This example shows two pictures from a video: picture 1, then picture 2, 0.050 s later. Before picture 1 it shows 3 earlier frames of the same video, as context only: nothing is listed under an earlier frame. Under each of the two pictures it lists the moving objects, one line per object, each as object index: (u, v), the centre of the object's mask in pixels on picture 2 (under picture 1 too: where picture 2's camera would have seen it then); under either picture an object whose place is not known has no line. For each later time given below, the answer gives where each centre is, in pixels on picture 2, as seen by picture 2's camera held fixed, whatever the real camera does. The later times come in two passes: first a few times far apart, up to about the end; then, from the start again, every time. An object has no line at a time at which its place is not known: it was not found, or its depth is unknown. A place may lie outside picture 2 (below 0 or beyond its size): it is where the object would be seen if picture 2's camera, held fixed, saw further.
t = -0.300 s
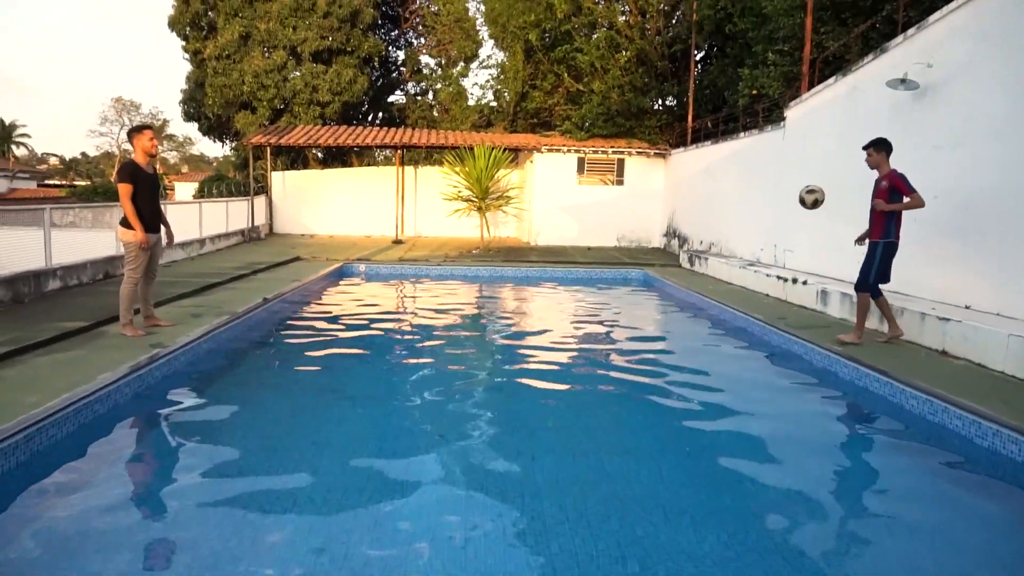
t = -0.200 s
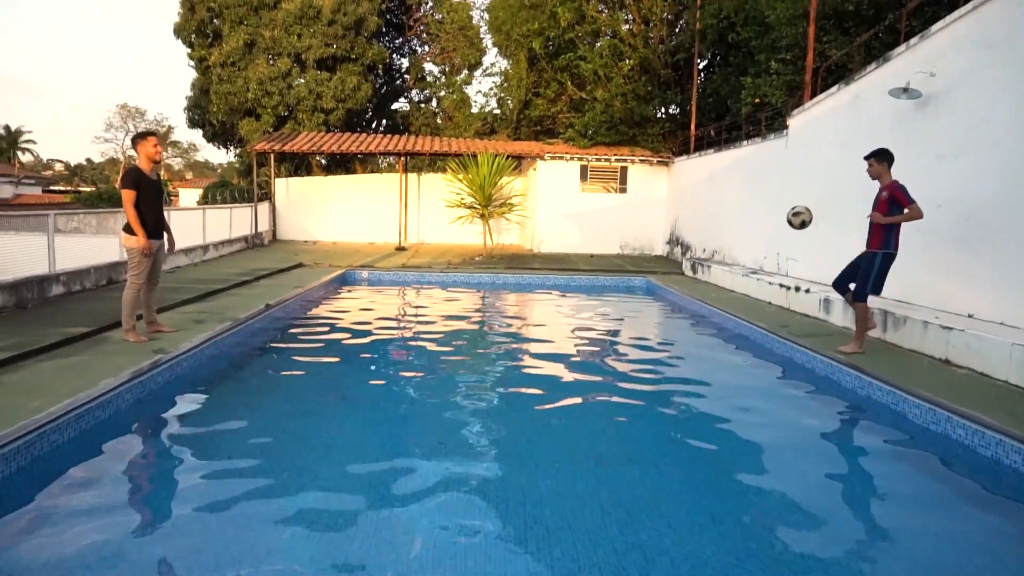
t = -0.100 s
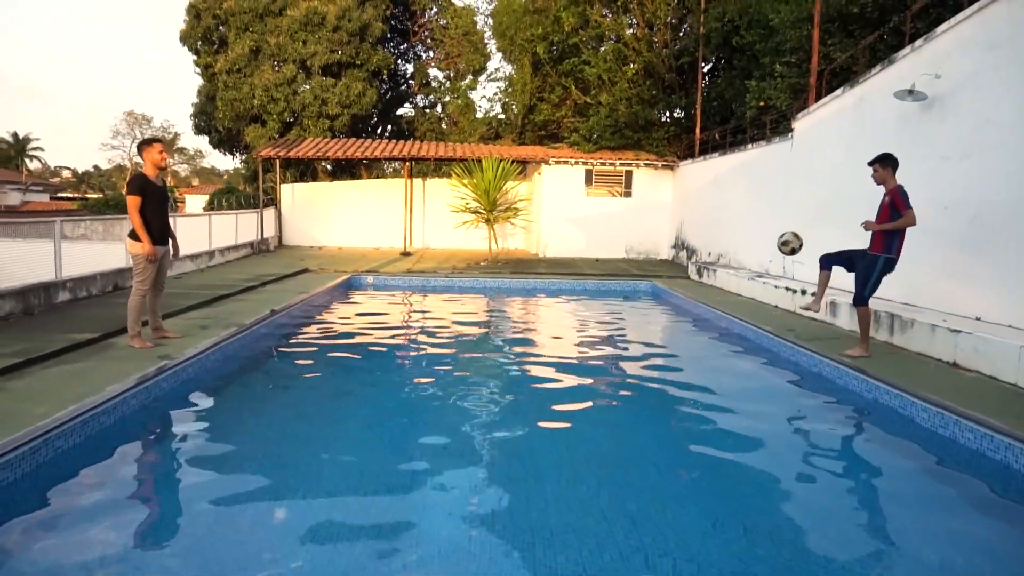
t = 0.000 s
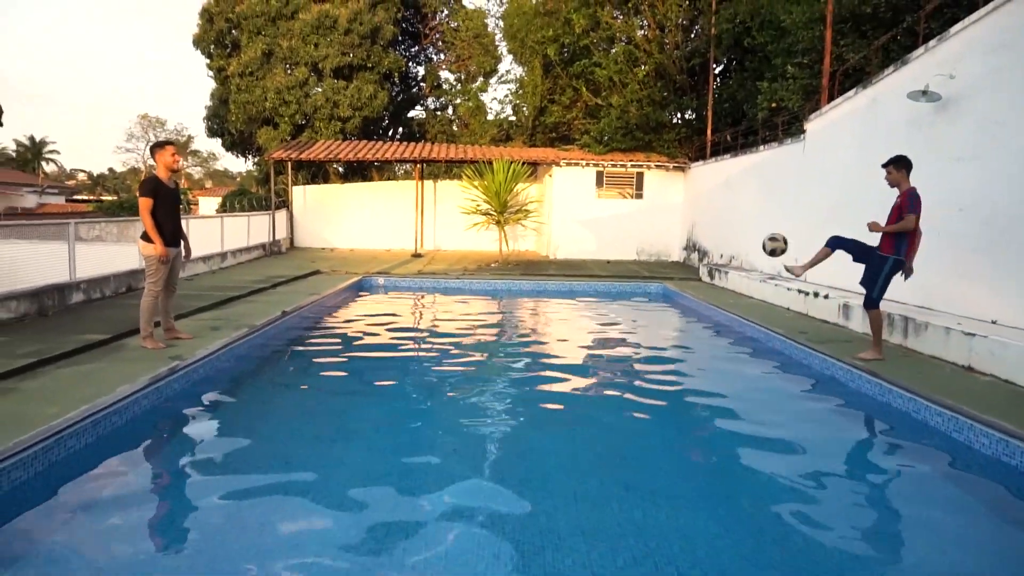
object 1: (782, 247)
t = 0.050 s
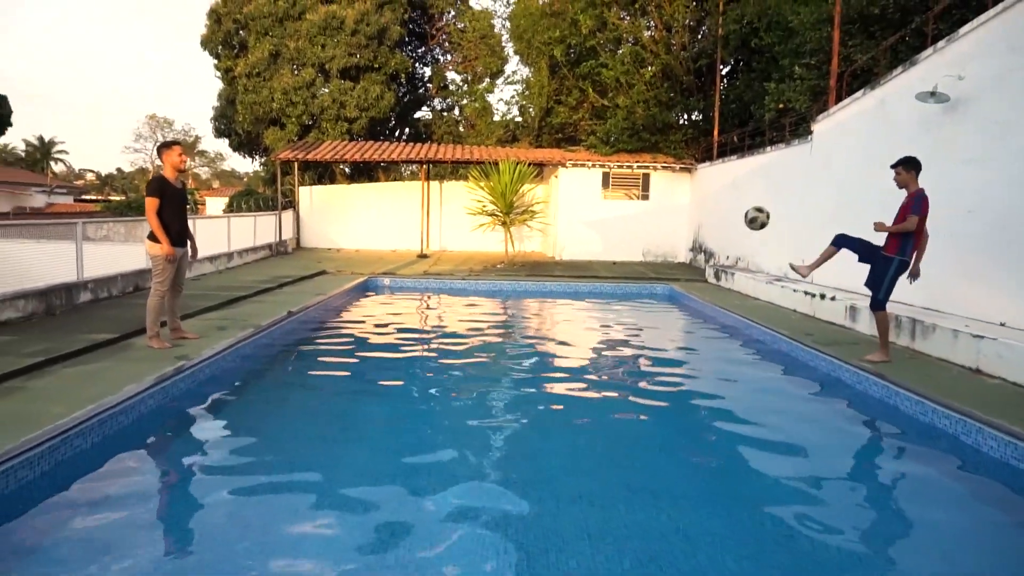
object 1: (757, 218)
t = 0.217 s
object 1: (673, 141)
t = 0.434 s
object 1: (561, 89)
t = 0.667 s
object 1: (441, 92)
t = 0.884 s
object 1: (335, 152)
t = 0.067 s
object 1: (749, 209)
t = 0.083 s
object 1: (740, 200)
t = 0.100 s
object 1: (732, 192)
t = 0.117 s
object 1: (724, 184)
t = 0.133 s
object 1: (715, 176)
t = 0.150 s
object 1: (707, 168)
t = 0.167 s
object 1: (699, 161)
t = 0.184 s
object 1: (690, 155)
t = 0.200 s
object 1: (682, 148)
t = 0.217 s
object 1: (673, 141)
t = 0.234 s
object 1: (664, 135)
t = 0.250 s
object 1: (656, 130)
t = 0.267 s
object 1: (647, 124)
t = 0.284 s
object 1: (639, 119)
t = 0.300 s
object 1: (630, 115)
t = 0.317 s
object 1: (621, 110)
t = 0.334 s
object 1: (612, 106)
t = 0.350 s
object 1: (604, 103)
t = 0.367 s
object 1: (596, 99)
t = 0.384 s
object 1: (588, 96)
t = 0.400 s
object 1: (579, 94)
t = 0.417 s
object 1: (570, 91)
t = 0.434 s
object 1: (561, 89)
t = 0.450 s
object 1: (553, 87)
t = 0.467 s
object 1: (544, 85)
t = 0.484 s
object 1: (535, 83)
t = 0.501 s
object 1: (527, 83)
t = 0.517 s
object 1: (518, 83)
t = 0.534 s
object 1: (509, 82)
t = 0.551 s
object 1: (500, 82)
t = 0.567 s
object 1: (492, 83)
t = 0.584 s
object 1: (483, 83)
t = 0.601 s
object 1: (475, 85)
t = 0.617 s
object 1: (465, 86)
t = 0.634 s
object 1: (457, 88)
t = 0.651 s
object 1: (450, 90)
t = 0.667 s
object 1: (441, 92)
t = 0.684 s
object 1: (434, 95)
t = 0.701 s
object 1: (425, 98)
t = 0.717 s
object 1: (417, 102)
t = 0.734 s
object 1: (409, 105)
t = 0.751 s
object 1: (401, 110)
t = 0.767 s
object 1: (393, 114)
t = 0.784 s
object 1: (385, 118)
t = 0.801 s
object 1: (377, 124)
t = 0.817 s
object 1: (369, 129)
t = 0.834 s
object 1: (360, 133)
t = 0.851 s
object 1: (352, 140)
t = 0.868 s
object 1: (344, 146)
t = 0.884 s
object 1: (335, 152)
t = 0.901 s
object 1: (327, 160)
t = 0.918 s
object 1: (319, 166)
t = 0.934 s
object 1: (312, 173)
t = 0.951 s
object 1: (304, 181)
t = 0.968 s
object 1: (296, 189)
